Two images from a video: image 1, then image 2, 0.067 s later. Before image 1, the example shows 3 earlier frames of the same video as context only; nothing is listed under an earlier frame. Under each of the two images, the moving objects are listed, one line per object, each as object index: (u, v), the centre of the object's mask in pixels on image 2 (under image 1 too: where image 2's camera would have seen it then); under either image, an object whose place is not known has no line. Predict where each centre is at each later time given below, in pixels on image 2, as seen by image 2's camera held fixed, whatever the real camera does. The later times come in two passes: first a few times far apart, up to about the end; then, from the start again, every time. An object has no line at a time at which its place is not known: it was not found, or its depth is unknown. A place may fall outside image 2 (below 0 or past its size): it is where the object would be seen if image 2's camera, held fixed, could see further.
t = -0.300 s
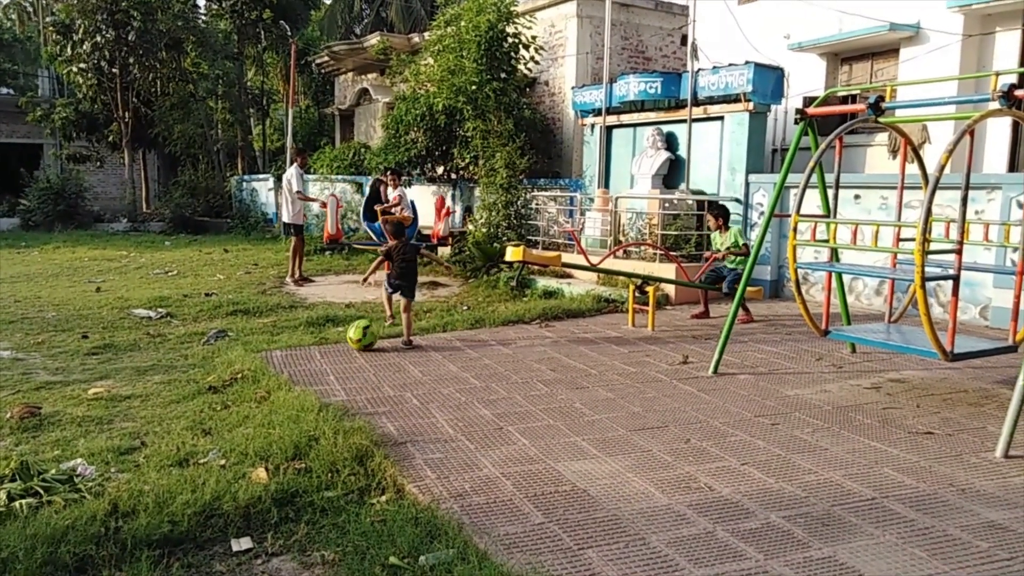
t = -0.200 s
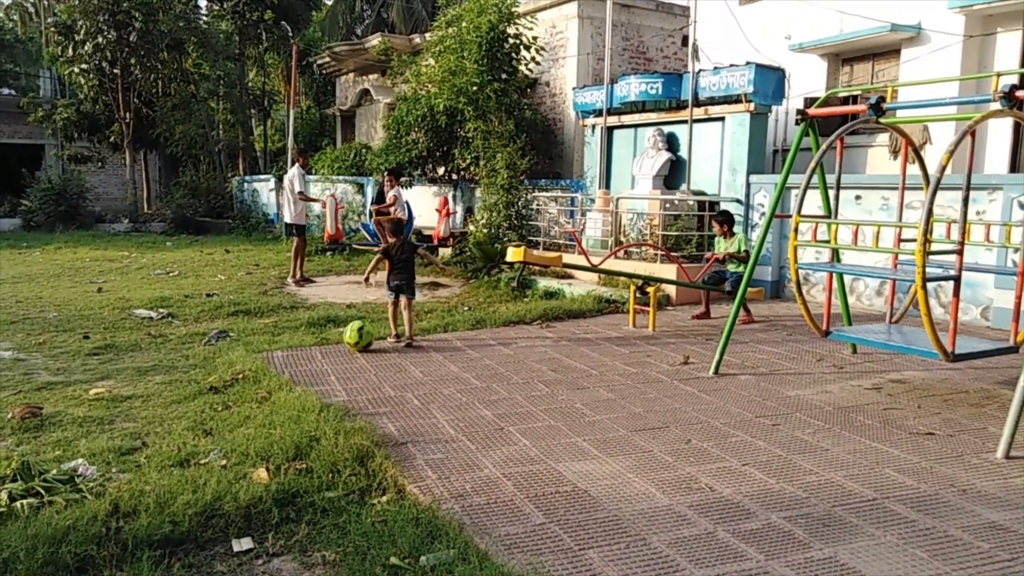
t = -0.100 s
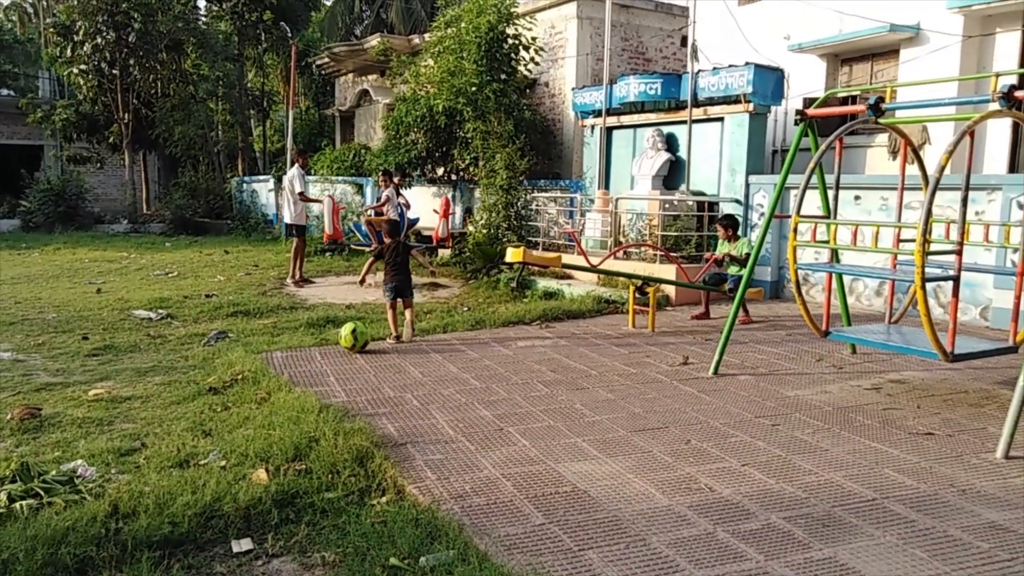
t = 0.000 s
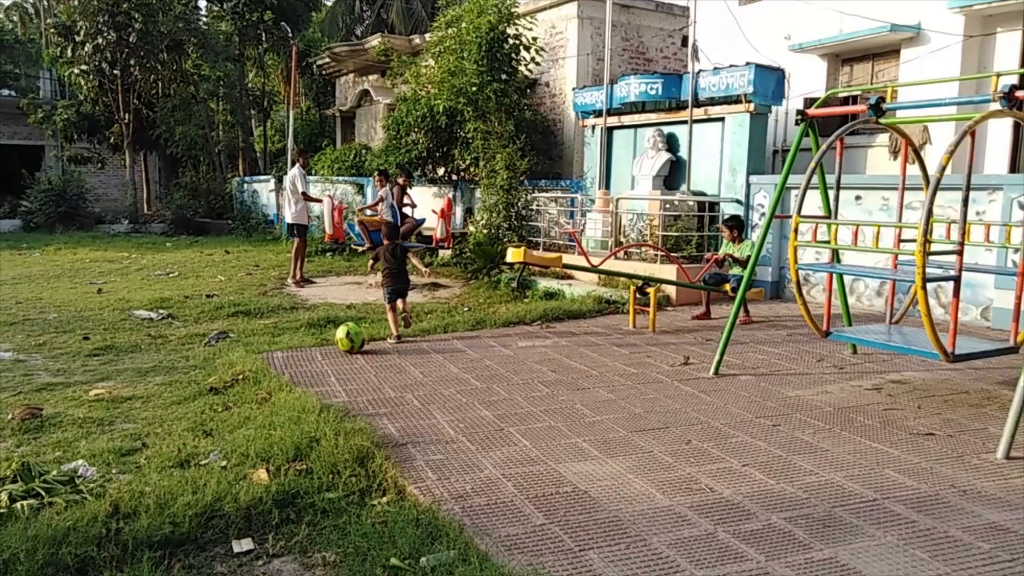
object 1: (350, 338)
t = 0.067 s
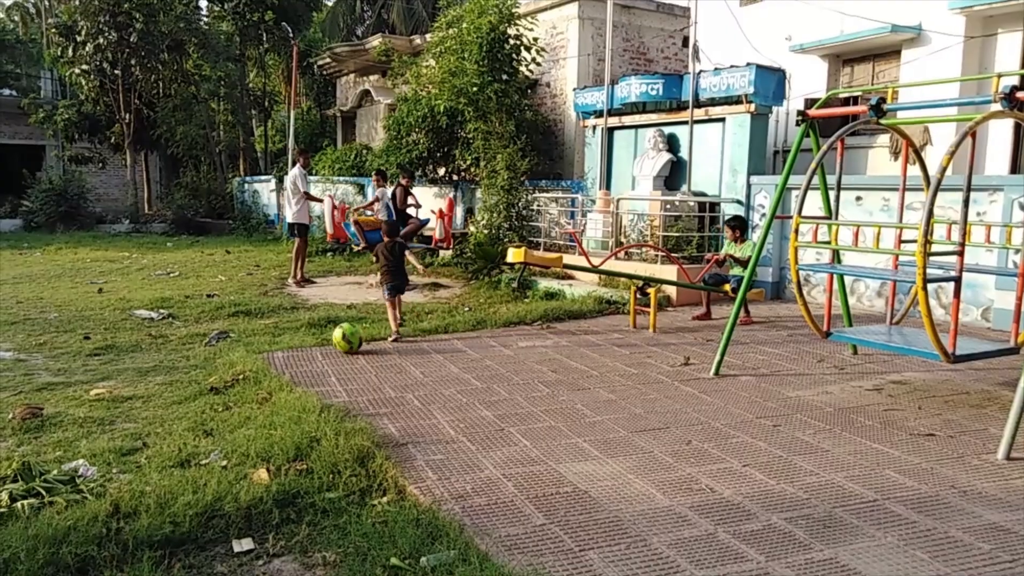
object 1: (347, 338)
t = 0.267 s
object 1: (338, 338)
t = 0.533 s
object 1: (323, 340)
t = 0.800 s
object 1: (310, 342)
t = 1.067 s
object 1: (299, 344)
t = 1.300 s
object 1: (289, 346)
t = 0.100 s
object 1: (346, 338)
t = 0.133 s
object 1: (344, 338)
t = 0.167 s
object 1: (342, 338)
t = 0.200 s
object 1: (341, 338)
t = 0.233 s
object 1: (339, 338)
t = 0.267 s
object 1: (338, 338)
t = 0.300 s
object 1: (336, 339)
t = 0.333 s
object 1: (334, 339)
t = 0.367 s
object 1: (332, 339)
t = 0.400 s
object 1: (331, 340)
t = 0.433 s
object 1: (329, 340)
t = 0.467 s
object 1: (327, 340)
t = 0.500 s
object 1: (325, 340)
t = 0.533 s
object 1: (323, 340)
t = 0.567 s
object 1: (323, 340)
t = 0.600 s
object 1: (322, 340)
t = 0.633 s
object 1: (320, 340)
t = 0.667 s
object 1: (317, 341)
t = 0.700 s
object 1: (315, 342)
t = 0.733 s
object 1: (313, 342)
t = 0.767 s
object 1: (312, 342)
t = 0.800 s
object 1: (310, 342)
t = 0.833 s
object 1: (308, 343)
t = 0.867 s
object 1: (307, 343)
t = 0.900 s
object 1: (306, 343)
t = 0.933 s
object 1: (304, 344)
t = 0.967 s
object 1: (302, 344)
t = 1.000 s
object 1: (301, 344)
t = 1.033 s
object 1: (299, 344)
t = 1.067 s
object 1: (299, 344)
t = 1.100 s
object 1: (297, 344)
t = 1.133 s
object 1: (296, 344)
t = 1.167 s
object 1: (295, 345)
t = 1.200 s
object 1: (293, 345)
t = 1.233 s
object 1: (292, 345)
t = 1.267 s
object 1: (291, 345)
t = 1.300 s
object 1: (289, 346)
